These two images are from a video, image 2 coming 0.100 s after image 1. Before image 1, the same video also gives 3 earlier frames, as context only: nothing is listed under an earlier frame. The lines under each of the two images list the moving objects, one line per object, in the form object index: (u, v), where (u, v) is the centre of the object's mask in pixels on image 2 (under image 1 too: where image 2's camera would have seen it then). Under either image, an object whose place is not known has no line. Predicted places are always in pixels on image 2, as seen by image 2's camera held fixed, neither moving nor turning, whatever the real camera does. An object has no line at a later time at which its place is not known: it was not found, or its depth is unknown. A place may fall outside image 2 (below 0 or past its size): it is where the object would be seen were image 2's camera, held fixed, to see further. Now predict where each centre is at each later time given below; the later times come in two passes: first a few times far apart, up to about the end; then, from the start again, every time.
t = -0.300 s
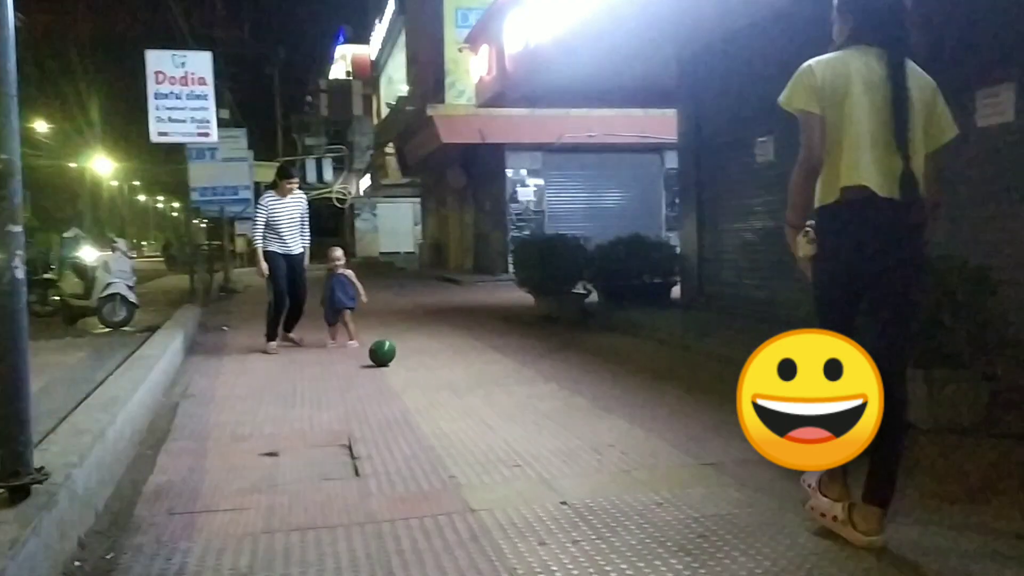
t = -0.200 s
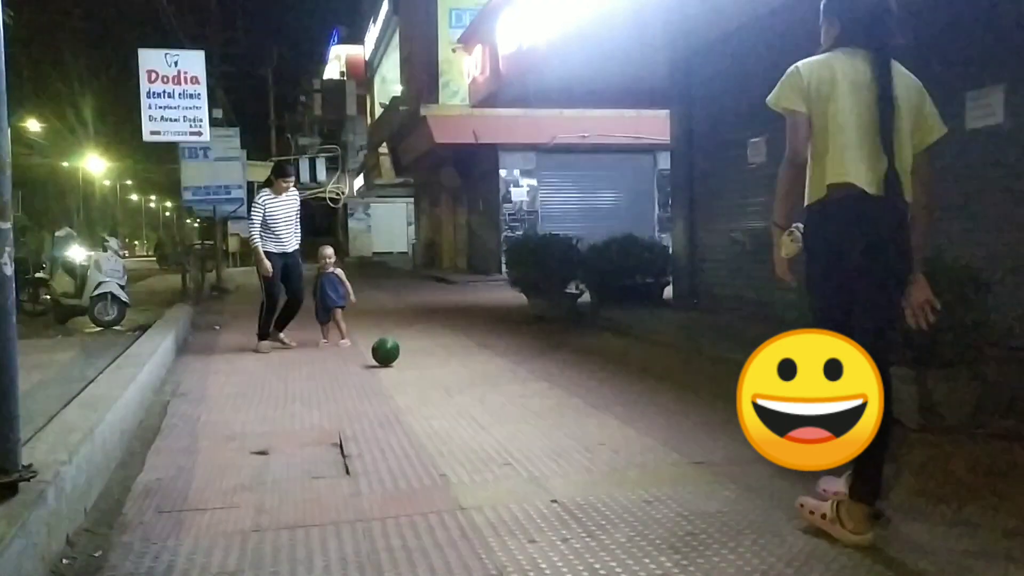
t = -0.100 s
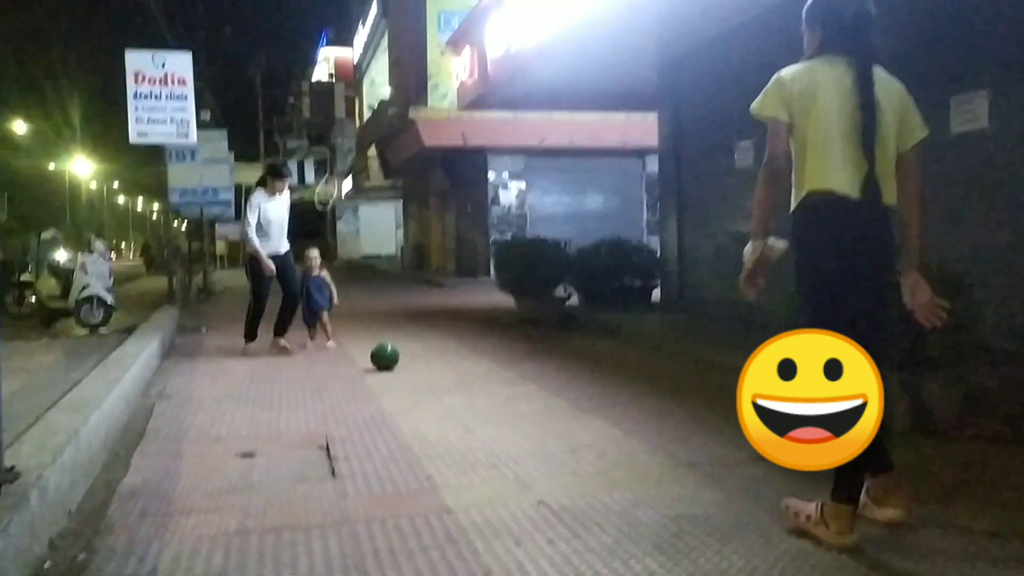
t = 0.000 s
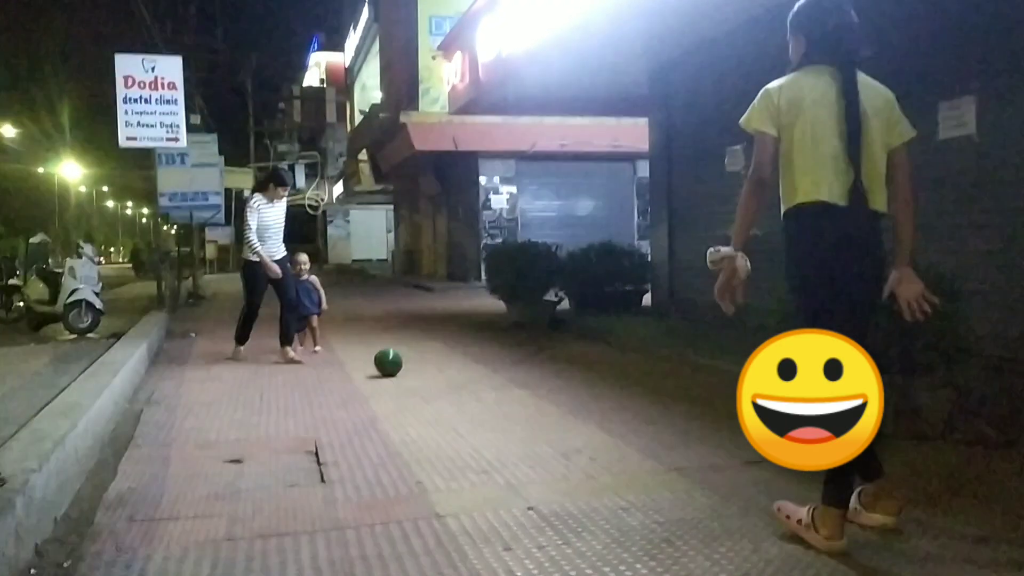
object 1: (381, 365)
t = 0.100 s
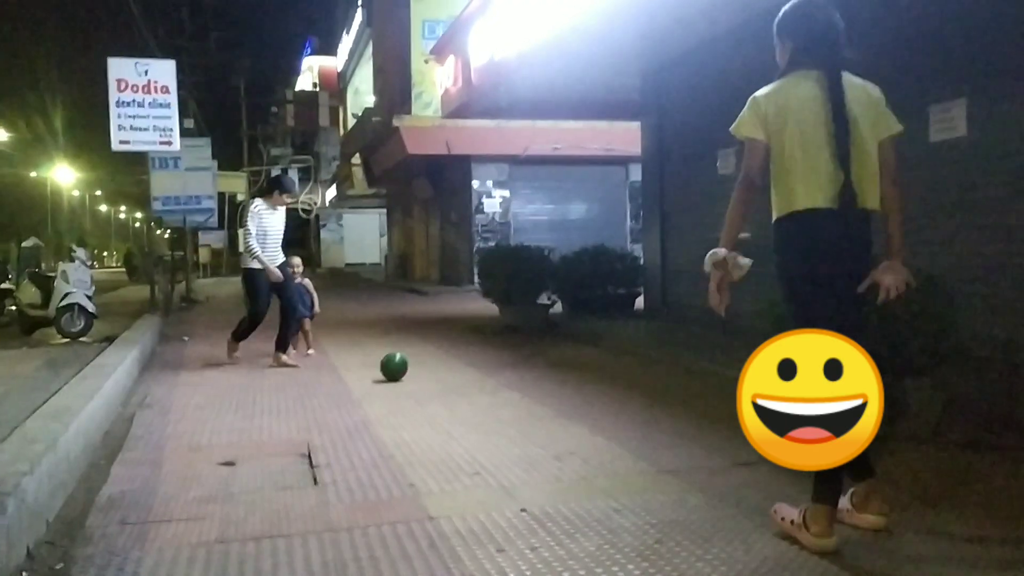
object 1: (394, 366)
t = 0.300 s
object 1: (419, 369)
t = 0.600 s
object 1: (463, 373)
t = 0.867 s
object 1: (500, 374)
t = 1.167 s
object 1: (546, 376)
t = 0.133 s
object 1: (398, 367)
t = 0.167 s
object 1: (402, 368)
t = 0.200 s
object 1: (407, 368)
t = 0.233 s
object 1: (411, 368)
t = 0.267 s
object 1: (415, 369)
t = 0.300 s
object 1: (419, 369)
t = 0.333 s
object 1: (424, 370)
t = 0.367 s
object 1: (428, 370)
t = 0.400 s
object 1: (433, 370)
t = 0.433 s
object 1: (438, 371)
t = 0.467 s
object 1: (443, 372)
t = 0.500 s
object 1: (448, 372)
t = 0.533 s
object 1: (453, 372)
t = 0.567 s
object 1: (458, 372)
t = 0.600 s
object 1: (463, 373)
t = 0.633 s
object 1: (468, 373)
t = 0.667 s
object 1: (472, 374)
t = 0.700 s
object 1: (477, 374)
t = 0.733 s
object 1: (482, 374)
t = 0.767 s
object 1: (486, 374)
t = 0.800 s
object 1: (491, 374)
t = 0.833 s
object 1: (495, 373)
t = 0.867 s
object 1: (500, 374)
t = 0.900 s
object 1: (505, 376)
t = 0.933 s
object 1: (510, 375)
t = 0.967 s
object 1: (515, 375)
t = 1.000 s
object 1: (520, 377)
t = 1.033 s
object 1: (526, 376)
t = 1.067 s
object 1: (531, 376)
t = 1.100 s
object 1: (536, 376)
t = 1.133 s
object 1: (541, 375)
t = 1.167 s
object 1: (546, 376)
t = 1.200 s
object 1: (551, 378)
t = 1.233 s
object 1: (556, 377)
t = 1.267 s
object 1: (560, 377)
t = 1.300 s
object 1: (565, 378)
